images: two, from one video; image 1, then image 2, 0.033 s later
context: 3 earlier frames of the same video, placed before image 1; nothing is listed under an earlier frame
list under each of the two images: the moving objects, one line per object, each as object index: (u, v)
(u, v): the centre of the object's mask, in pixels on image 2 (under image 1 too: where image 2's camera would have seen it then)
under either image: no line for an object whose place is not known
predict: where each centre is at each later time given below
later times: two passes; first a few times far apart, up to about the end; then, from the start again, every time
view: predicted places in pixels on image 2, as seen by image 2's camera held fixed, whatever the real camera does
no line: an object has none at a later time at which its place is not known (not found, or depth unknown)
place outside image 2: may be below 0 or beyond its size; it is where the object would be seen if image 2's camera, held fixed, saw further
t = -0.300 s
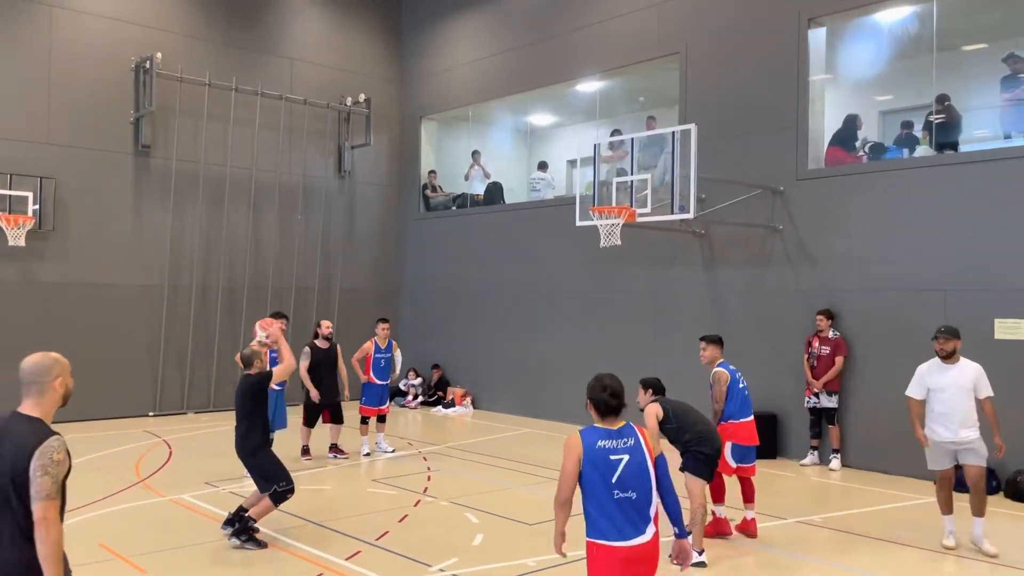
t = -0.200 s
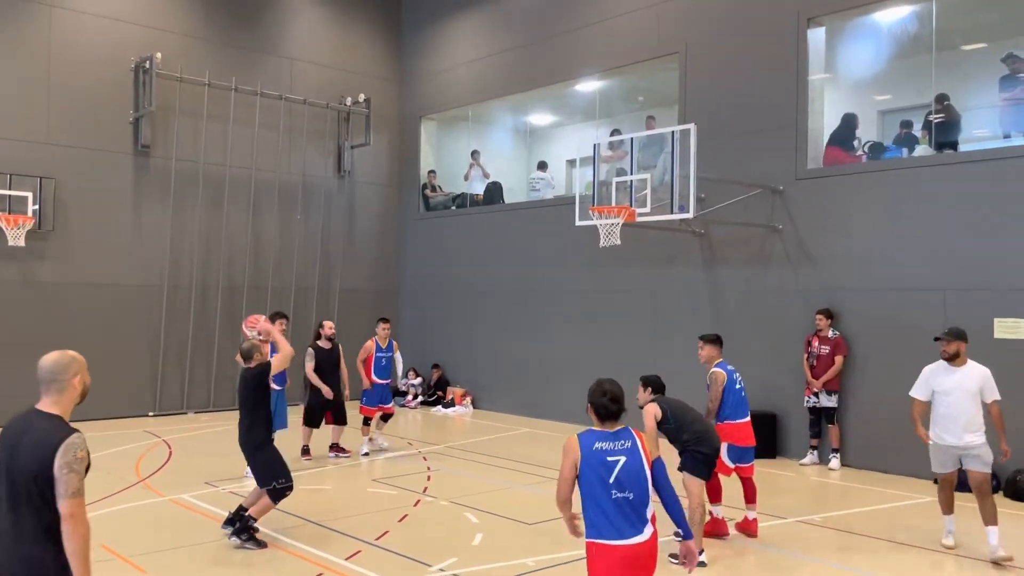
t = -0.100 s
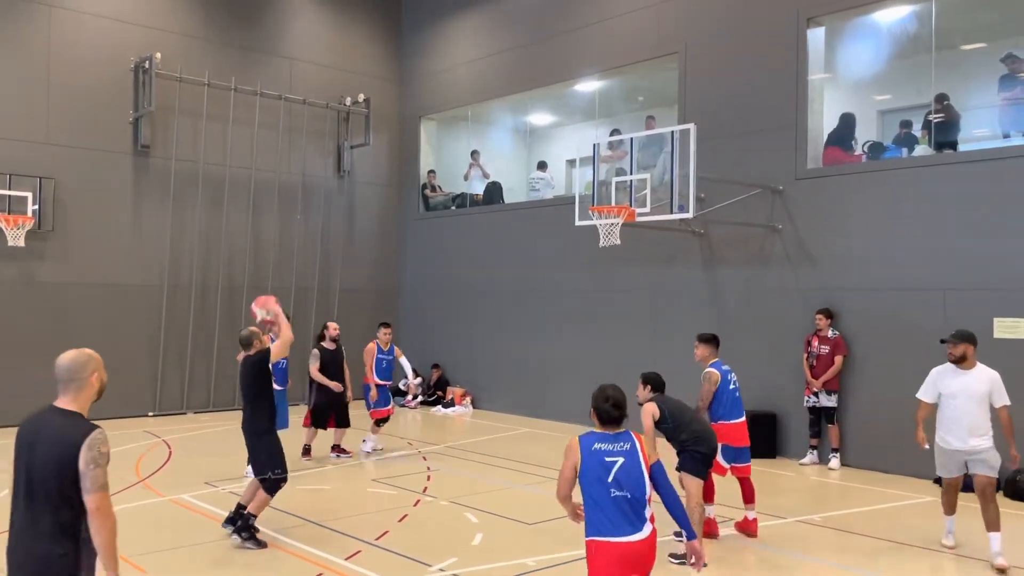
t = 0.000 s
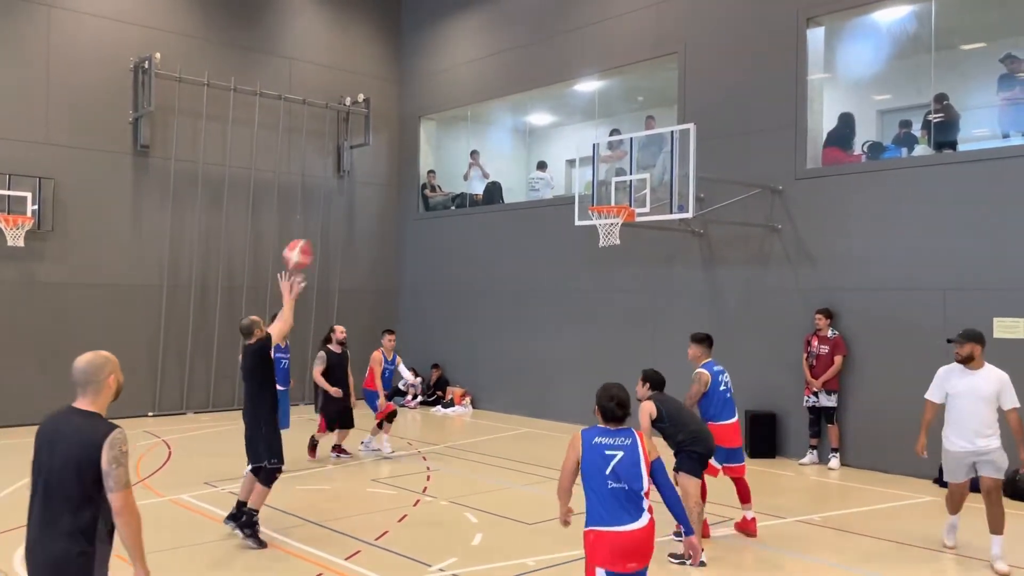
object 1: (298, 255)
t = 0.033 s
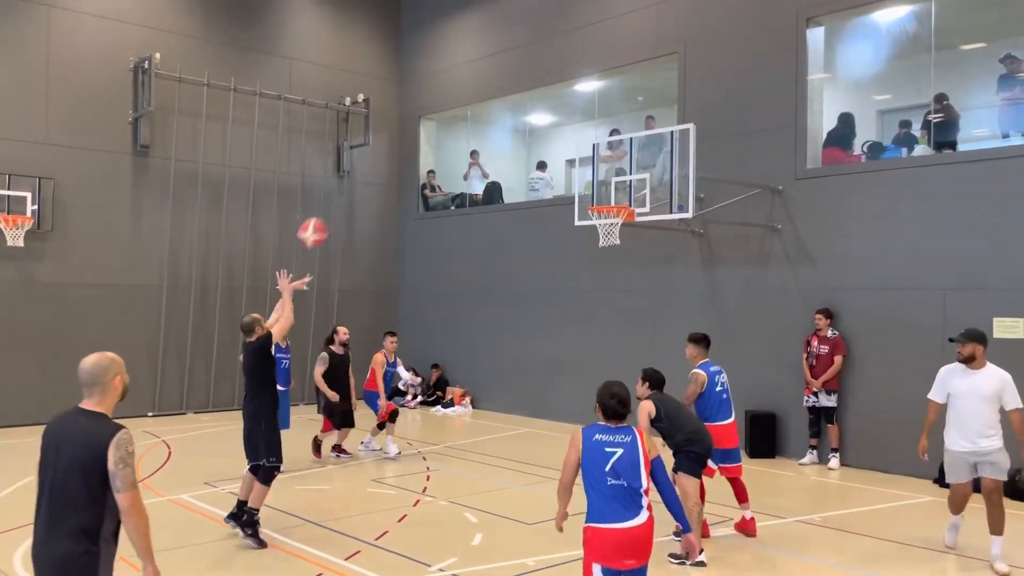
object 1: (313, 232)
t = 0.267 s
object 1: (406, 129)
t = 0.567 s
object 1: (504, 92)
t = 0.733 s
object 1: (551, 108)
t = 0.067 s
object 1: (327, 213)
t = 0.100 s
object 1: (341, 195)
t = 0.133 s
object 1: (356, 178)
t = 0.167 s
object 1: (369, 164)
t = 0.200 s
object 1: (381, 151)
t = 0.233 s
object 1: (394, 139)
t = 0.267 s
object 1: (406, 129)
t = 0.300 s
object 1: (418, 120)
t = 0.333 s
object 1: (430, 112)
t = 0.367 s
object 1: (441, 106)
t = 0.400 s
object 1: (452, 101)
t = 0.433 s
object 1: (463, 97)
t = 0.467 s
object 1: (473, 94)
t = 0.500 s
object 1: (484, 92)
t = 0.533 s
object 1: (494, 92)
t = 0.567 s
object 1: (504, 92)
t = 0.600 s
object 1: (514, 94)
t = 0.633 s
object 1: (523, 96)
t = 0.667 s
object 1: (532, 100)
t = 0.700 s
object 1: (541, 103)
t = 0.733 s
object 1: (551, 108)
